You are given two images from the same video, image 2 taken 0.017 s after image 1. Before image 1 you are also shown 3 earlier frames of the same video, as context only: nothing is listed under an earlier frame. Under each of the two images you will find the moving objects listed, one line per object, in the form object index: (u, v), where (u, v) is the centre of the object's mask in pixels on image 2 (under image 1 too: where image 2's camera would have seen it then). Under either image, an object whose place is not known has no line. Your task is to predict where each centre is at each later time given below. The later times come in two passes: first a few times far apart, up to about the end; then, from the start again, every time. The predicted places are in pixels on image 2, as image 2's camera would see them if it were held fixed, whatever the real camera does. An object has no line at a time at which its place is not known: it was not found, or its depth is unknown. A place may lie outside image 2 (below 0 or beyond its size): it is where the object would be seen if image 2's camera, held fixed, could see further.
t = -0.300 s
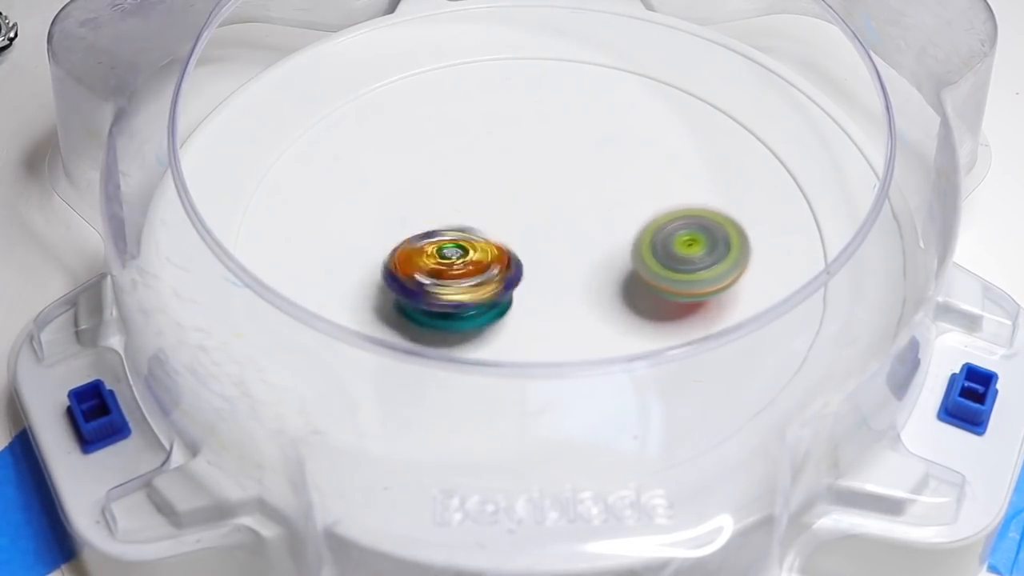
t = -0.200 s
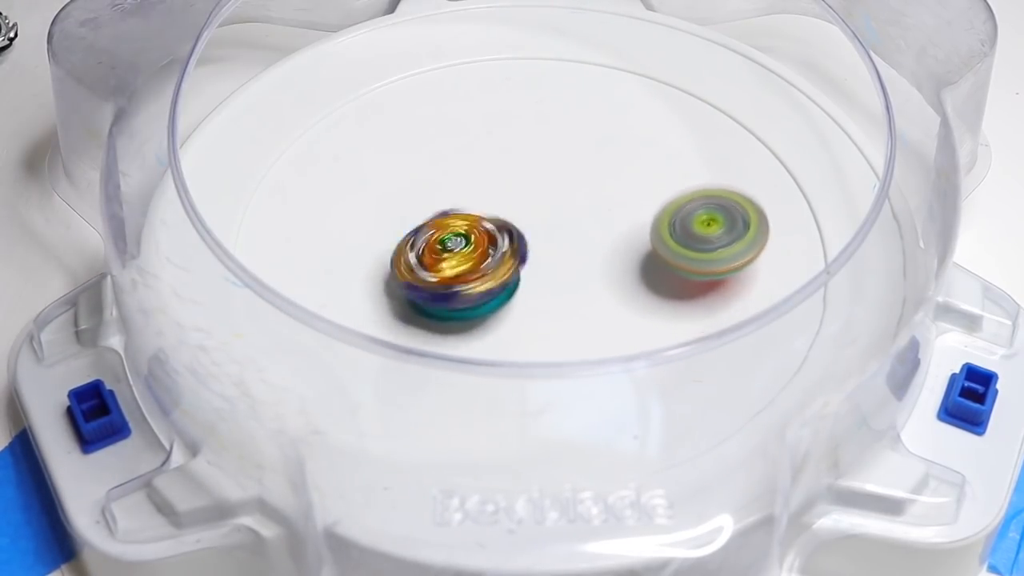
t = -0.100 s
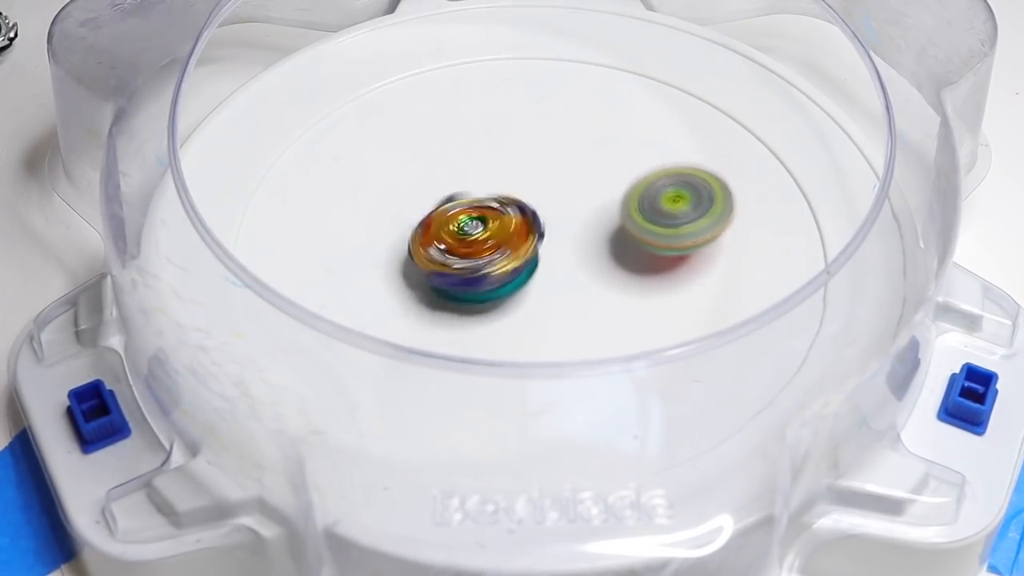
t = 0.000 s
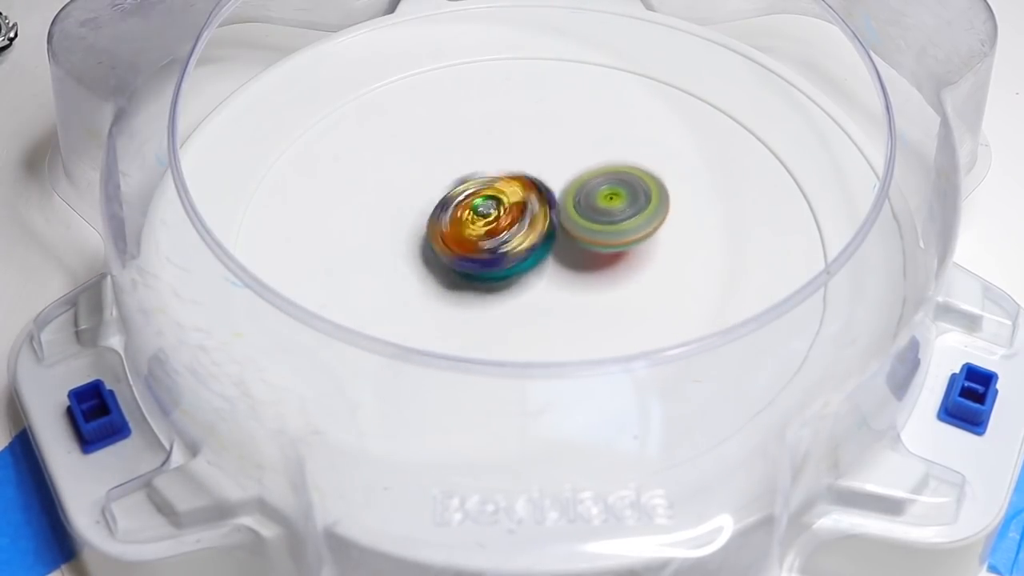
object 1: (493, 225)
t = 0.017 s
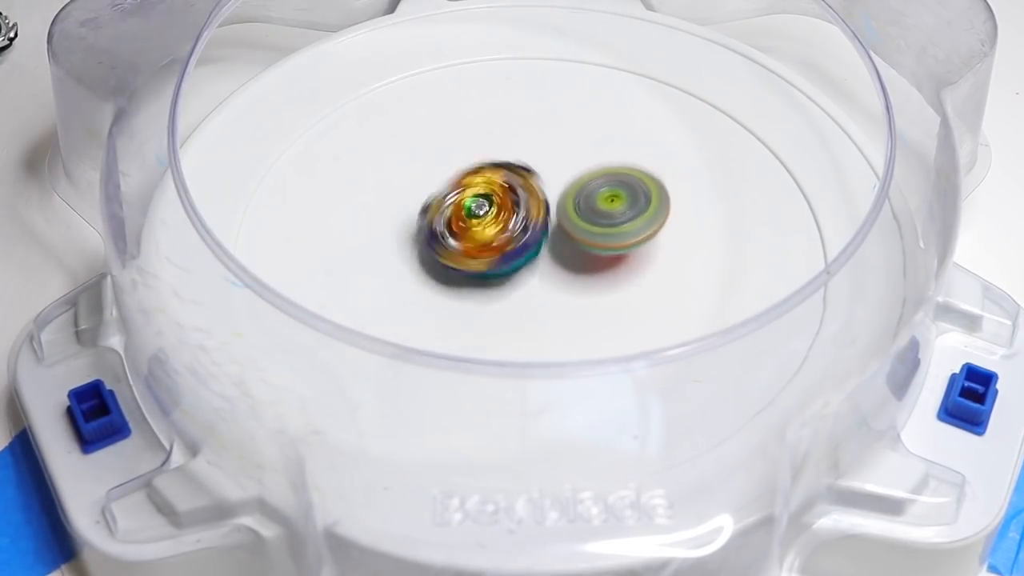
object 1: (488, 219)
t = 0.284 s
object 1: (463, 185)
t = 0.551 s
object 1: (508, 225)
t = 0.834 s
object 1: (544, 230)
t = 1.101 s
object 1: (529, 181)
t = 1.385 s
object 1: (505, 203)
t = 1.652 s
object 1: (512, 216)
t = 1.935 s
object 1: (519, 199)
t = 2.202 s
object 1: (533, 191)
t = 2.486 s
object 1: (551, 190)
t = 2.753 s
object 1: (540, 198)
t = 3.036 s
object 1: (539, 188)
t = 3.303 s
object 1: (558, 185)
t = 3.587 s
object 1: (557, 202)
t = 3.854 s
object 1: (539, 201)
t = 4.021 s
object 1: (539, 200)
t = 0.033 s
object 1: (482, 213)
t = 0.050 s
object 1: (478, 209)
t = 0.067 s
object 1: (475, 205)
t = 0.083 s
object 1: (472, 201)
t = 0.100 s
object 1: (468, 198)
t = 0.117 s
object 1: (466, 193)
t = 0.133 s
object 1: (463, 188)
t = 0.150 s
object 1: (462, 187)
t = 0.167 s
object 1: (460, 185)
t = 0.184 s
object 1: (458, 184)
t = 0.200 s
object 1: (458, 182)
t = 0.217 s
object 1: (459, 181)
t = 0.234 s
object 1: (459, 181)
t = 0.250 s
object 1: (460, 182)
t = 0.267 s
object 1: (462, 183)
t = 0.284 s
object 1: (463, 185)
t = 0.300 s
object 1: (466, 187)
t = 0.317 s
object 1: (467, 189)
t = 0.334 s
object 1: (470, 192)
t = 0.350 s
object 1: (472, 194)
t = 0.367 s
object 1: (474, 197)
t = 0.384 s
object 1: (476, 200)
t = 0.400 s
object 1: (479, 203)
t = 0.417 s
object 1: (480, 206)
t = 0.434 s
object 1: (483, 209)
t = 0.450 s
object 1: (486, 212)
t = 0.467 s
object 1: (488, 216)
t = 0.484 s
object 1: (493, 219)
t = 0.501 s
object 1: (498, 221)
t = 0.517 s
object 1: (501, 223)
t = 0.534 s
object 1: (504, 226)
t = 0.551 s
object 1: (508, 225)
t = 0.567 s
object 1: (511, 227)
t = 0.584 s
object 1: (513, 227)
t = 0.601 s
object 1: (516, 227)
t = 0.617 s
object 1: (518, 229)
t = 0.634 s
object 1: (521, 230)
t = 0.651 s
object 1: (524, 231)
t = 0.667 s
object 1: (527, 231)
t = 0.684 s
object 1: (531, 232)
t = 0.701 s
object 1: (535, 233)
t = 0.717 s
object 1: (536, 233)
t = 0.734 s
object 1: (538, 234)
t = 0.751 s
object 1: (540, 232)
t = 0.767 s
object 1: (540, 235)
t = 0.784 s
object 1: (542, 230)
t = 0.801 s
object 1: (543, 233)
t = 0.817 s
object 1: (544, 229)
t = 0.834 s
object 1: (544, 230)
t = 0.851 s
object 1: (545, 228)
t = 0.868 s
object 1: (545, 226)
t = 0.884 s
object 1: (542, 229)
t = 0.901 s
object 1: (543, 225)
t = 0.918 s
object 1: (539, 205)
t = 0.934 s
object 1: (537, 213)
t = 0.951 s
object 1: (537, 210)
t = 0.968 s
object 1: (538, 205)
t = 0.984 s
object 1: (537, 202)
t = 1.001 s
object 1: (537, 199)
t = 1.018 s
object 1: (533, 182)
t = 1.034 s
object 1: (534, 191)
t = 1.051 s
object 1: (533, 187)
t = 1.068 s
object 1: (532, 183)
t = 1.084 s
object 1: (531, 183)
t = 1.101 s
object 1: (529, 181)
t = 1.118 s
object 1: (528, 178)
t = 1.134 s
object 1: (528, 175)
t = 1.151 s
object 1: (526, 175)
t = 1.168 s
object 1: (525, 177)
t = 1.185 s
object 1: (524, 177)
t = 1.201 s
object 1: (522, 181)
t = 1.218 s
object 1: (520, 182)
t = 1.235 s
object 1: (518, 182)
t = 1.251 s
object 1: (518, 185)
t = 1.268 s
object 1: (516, 186)
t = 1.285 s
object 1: (514, 189)
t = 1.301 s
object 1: (513, 192)
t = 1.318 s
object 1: (511, 193)
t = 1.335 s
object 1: (509, 196)
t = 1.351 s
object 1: (507, 198)
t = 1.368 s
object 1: (507, 202)
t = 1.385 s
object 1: (505, 203)
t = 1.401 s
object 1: (507, 202)
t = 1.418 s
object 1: (508, 201)
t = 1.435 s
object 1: (509, 204)
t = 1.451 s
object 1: (510, 204)
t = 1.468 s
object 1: (511, 205)
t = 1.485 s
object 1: (513, 205)
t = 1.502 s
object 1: (517, 206)
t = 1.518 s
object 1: (516, 209)
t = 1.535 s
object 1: (517, 212)
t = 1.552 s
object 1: (517, 213)
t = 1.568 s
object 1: (517, 214)
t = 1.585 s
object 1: (517, 218)
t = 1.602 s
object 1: (516, 214)
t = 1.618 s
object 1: (515, 214)
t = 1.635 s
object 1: (514, 215)
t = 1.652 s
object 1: (512, 216)
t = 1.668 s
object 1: (512, 220)
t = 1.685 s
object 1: (512, 217)
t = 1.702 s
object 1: (511, 213)
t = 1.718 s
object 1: (511, 203)
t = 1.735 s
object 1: (510, 219)
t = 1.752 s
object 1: (513, 215)
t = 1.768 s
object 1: (513, 218)
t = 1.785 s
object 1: (514, 220)
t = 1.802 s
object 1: (515, 221)
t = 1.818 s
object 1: (516, 221)
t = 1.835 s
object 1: (520, 214)
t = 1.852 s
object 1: (520, 210)
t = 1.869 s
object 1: (522, 216)
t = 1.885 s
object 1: (523, 211)
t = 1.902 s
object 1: (523, 209)
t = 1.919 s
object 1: (522, 202)
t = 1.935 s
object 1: (519, 199)
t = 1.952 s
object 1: (516, 198)
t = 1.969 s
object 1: (515, 201)
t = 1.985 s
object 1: (515, 201)
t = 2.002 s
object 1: (515, 201)
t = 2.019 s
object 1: (514, 203)
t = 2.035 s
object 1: (516, 205)
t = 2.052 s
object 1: (518, 206)
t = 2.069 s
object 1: (521, 200)
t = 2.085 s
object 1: (523, 200)
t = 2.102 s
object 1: (524, 199)
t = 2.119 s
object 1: (528, 203)
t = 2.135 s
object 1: (529, 204)
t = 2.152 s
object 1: (531, 206)
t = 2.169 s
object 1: (530, 190)
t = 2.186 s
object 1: (534, 192)
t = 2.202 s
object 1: (533, 191)
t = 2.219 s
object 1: (532, 191)
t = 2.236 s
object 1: (533, 196)
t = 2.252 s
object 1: (530, 194)
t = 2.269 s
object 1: (529, 194)
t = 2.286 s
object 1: (530, 194)
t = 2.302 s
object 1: (529, 194)
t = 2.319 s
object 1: (530, 195)
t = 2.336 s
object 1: (531, 197)
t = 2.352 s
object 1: (533, 198)
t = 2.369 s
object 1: (535, 202)
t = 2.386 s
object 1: (537, 203)
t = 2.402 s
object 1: (539, 204)
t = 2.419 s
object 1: (546, 194)
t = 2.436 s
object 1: (543, 200)
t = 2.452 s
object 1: (550, 190)
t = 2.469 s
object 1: (549, 190)
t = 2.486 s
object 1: (551, 190)
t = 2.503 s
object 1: (552, 188)
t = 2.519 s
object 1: (553, 187)
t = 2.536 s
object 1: (555, 187)
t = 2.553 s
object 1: (556, 187)
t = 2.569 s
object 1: (557, 187)
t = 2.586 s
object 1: (558, 189)
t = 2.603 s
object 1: (557, 189)
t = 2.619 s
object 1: (556, 190)
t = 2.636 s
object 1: (555, 190)
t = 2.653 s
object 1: (553, 192)
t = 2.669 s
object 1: (553, 190)
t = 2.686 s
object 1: (550, 192)
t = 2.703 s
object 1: (547, 194)
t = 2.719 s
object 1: (545, 195)
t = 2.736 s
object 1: (542, 196)
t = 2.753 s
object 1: (540, 198)
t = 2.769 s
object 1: (538, 198)
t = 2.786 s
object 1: (536, 198)
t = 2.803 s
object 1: (534, 197)
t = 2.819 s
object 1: (532, 197)
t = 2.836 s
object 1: (530, 196)
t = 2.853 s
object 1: (528, 195)
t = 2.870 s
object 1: (527, 194)
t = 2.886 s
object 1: (527, 194)
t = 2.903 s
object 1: (529, 194)
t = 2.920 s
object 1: (529, 193)
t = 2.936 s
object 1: (529, 192)
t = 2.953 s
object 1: (532, 193)
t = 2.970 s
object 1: (532, 192)
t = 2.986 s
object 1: (533, 191)
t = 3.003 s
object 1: (534, 188)
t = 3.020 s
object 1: (537, 188)
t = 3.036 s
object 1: (539, 188)
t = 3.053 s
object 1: (540, 187)
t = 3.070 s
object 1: (542, 185)
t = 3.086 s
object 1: (544, 186)
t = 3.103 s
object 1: (545, 186)
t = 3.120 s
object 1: (546, 188)
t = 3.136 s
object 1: (541, 178)
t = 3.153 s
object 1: (546, 187)
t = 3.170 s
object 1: (542, 177)
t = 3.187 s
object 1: (547, 185)
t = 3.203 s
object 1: (549, 186)
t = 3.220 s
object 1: (551, 185)
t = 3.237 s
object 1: (552, 184)
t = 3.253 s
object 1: (553, 184)
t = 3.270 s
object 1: (555, 184)
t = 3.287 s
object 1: (556, 185)
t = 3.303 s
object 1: (558, 185)
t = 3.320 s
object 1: (559, 185)
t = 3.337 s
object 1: (559, 185)
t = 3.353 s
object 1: (559, 187)
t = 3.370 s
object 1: (560, 188)
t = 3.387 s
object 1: (561, 190)
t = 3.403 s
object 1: (561, 188)
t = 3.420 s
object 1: (562, 191)
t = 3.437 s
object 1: (563, 195)
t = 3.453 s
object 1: (563, 196)
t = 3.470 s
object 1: (563, 197)
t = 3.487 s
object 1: (564, 197)
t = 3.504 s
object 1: (564, 195)
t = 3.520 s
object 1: (563, 198)
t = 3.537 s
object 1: (562, 200)
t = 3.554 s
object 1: (560, 200)
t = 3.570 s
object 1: (559, 201)
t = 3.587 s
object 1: (557, 202)
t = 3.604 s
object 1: (556, 203)
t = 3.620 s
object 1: (554, 203)
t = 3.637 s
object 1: (552, 203)
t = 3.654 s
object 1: (549, 203)
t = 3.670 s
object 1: (547, 203)
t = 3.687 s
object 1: (545, 203)
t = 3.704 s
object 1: (544, 202)
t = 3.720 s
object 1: (543, 201)
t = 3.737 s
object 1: (541, 201)
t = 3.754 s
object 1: (540, 201)
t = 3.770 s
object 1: (539, 203)
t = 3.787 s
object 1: (538, 203)
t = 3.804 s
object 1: (537, 202)
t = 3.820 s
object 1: (537, 202)
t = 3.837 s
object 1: (538, 201)
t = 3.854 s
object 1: (539, 201)
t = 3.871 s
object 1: (539, 201)
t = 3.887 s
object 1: (539, 201)
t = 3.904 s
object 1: (539, 200)
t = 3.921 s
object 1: (539, 200)
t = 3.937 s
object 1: (540, 199)
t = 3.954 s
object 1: (540, 199)
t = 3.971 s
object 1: (540, 199)
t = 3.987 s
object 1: (540, 199)
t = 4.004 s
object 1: (540, 200)
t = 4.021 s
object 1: (539, 200)
